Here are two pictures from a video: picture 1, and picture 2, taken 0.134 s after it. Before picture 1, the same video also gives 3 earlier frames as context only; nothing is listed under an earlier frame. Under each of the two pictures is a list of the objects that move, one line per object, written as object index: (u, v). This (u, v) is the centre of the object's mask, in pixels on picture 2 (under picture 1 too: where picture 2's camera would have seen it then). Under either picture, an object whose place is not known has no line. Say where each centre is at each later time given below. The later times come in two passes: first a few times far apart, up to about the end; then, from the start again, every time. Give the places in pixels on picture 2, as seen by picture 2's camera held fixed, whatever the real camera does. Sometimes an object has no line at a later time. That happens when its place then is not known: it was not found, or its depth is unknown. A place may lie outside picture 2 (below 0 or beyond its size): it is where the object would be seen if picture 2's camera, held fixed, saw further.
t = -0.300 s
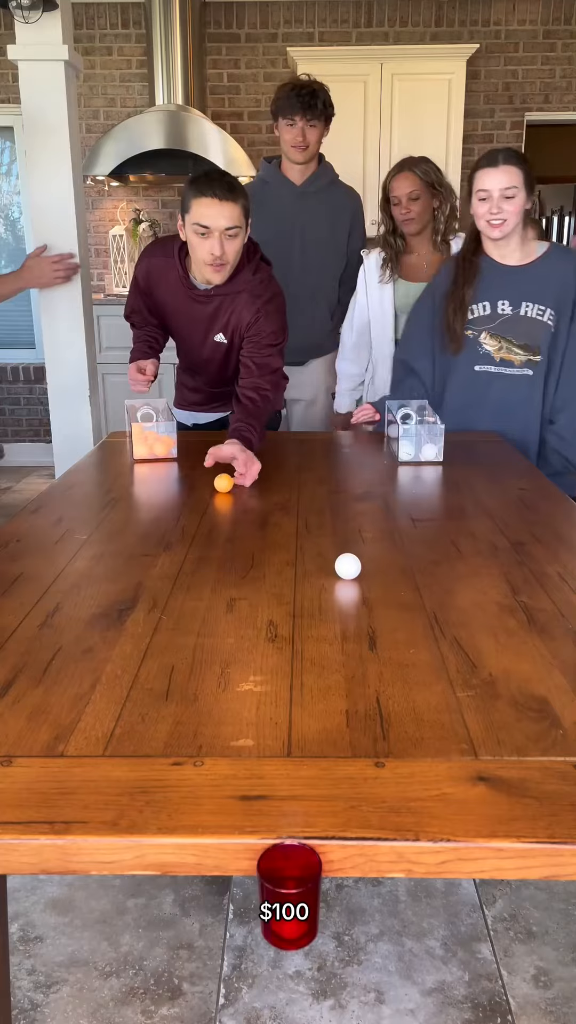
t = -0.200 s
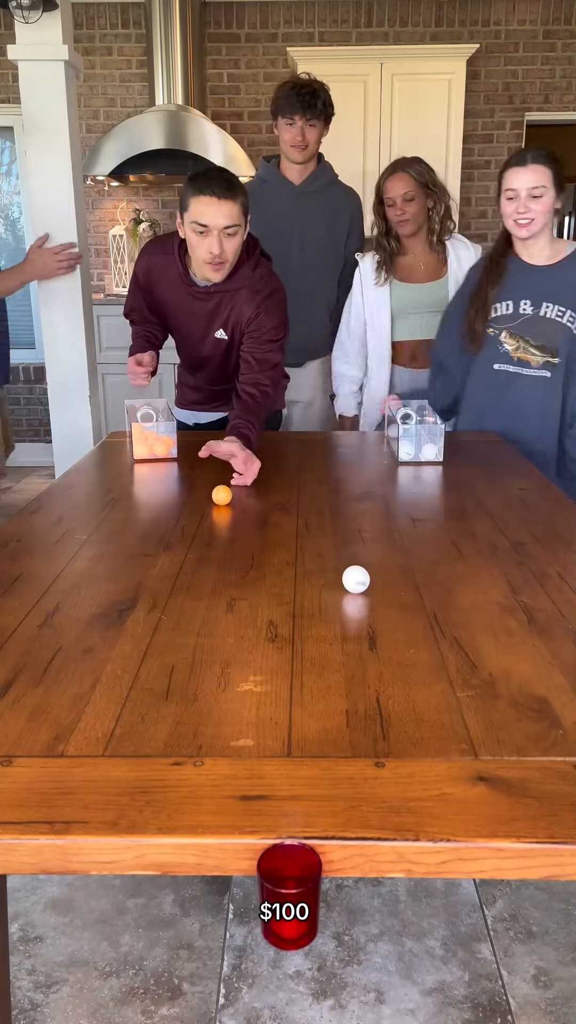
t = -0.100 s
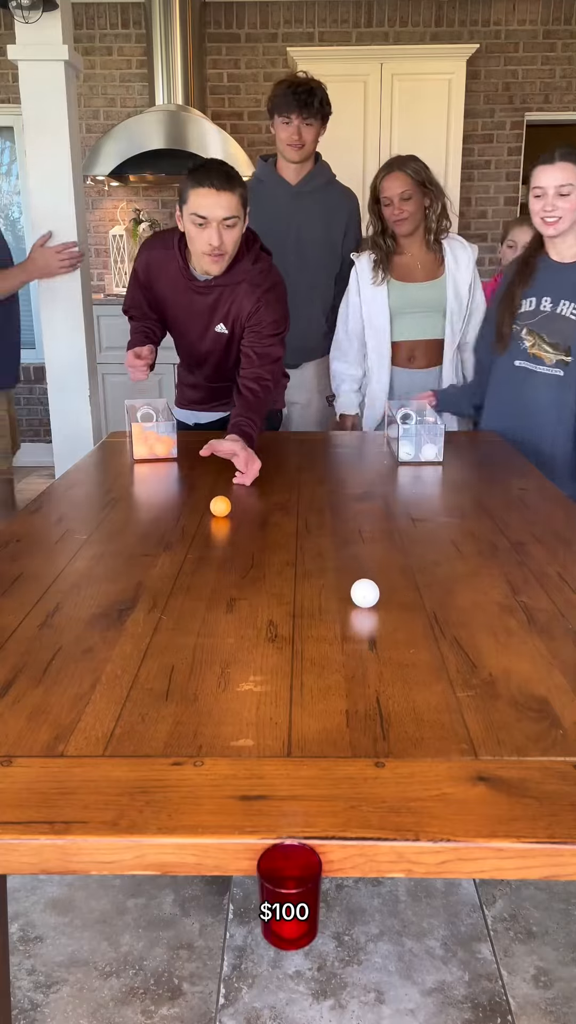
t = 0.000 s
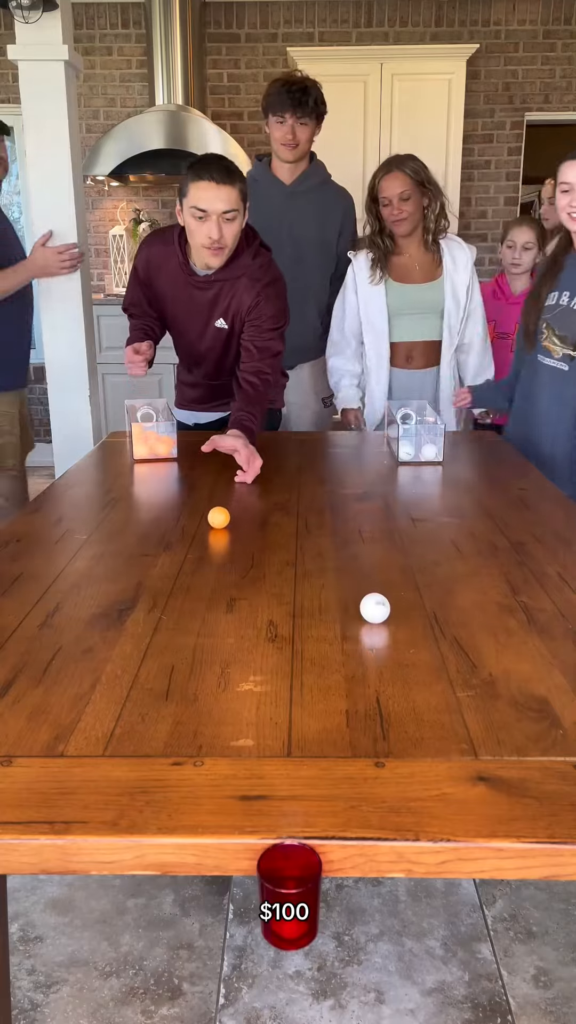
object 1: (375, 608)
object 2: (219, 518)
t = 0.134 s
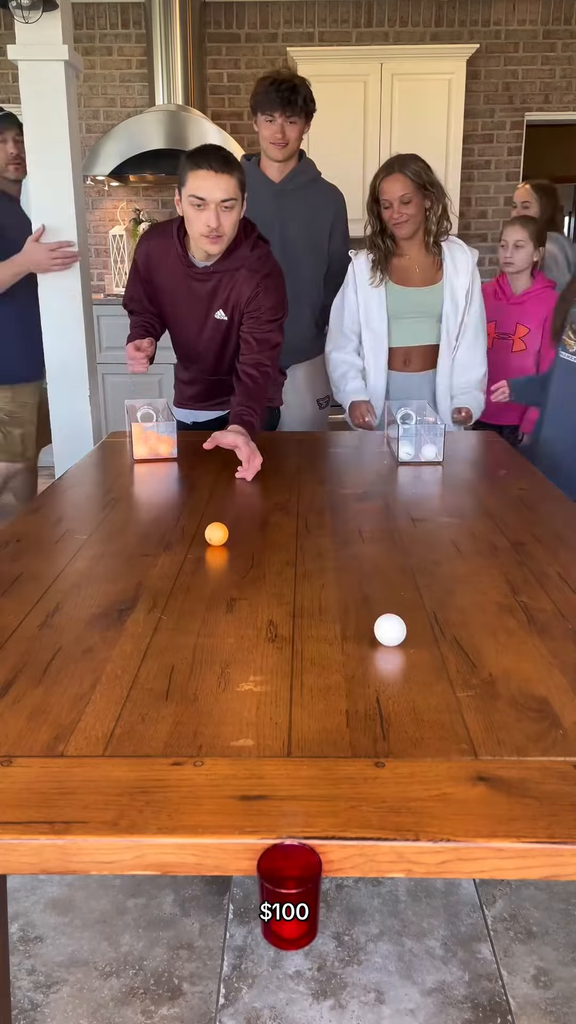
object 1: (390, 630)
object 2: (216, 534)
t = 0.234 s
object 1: (402, 647)
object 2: (215, 547)
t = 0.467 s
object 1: (438, 696)
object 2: (211, 584)
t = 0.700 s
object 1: (484, 757)
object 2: (208, 630)
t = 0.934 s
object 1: (545, 852)
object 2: (205, 691)
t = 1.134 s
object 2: (202, 759)
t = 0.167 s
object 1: (394, 635)
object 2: (216, 538)
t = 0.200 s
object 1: (398, 641)
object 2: (215, 543)
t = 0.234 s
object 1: (402, 647)
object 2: (215, 547)
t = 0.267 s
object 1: (407, 654)
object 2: (214, 552)
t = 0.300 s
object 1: (412, 660)
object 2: (214, 557)
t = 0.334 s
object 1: (417, 667)
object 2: (213, 562)
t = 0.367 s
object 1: (422, 674)
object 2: (213, 567)
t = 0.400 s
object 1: (427, 681)
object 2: (212, 572)
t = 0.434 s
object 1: (432, 689)
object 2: (212, 578)
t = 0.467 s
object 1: (438, 696)
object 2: (211, 584)
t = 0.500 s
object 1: (444, 704)
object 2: (211, 590)
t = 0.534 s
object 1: (450, 712)
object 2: (210, 596)
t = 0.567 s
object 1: (456, 721)
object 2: (210, 602)
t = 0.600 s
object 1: (463, 729)
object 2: (209, 609)
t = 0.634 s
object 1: (470, 738)
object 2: (209, 616)
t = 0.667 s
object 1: (477, 748)
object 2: (209, 623)
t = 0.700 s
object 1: (484, 757)
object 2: (208, 630)
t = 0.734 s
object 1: (492, 767)
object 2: (208, 638)
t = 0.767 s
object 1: (500, 777)
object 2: (207, 646)
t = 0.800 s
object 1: (508, 788)
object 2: (207, 654)
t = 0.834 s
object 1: (517, 800)
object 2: (207, 663)
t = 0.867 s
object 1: (527, 812)
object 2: (206, 672)
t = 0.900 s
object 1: (536, 827)
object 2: (206, 681)
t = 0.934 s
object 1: (545, 852)
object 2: (205, 691)
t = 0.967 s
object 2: (205, 701)
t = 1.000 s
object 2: (204, 712)
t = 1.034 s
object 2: (204, 723)
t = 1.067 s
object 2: (203, 735)
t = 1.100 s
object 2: (203, 747)
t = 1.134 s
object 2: (202, 759)
